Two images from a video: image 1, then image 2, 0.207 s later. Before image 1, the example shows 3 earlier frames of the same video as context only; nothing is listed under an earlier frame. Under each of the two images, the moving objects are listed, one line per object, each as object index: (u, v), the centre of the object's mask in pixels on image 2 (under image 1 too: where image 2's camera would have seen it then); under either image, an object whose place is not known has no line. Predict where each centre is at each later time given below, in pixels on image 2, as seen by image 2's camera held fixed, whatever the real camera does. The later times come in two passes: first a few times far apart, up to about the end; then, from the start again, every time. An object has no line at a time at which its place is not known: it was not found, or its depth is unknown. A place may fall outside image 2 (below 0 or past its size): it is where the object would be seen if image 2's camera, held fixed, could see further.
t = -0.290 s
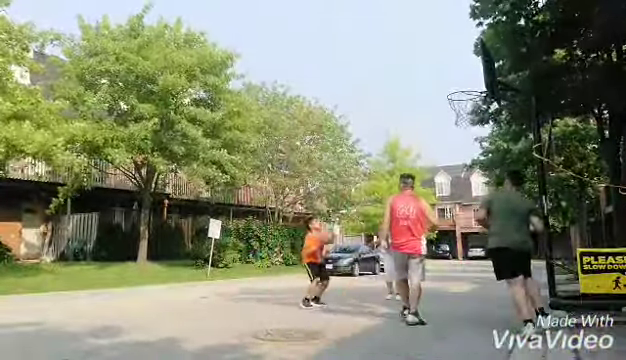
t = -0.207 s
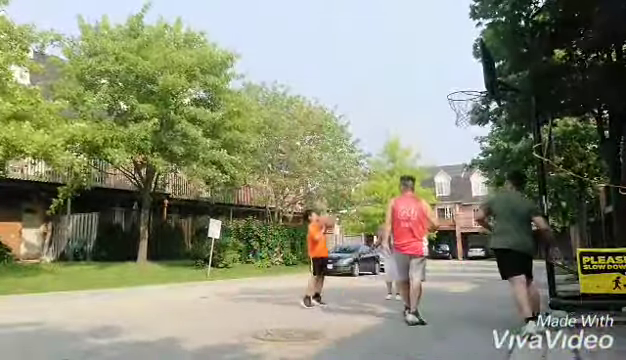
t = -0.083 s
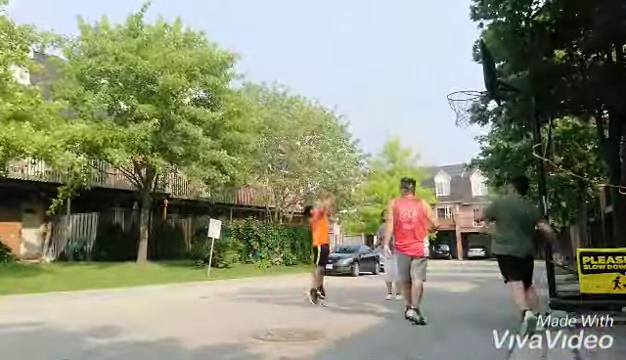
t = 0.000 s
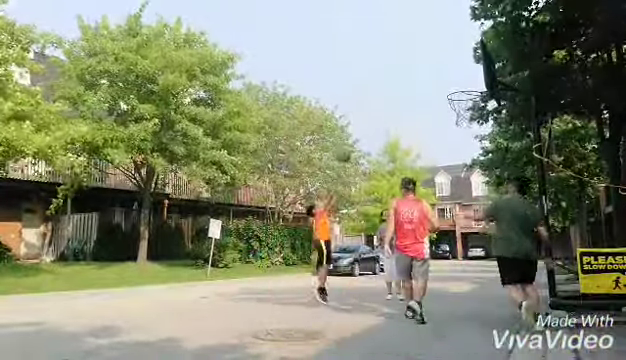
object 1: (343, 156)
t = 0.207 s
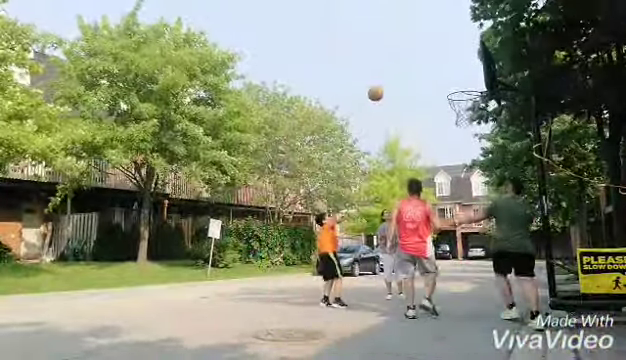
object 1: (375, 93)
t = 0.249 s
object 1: (382, 83)
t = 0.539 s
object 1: (432, 48)
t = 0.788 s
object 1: (476, 59)
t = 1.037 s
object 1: (456, 98)
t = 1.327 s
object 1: (478, 107)
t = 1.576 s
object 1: (462, 128)
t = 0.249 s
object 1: (382, 83)
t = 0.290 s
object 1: (389, 76)
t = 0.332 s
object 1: (396, 69)
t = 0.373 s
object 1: (402, 63)
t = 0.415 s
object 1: (410, 57)
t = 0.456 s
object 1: (417, 53)
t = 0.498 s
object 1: (425, 50)
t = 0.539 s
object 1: (432, 48)
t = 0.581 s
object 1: (440, 47)
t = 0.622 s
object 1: (448, 47)
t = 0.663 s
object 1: (456, 48)
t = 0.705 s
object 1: (464, 51)
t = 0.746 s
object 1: (473, 55)
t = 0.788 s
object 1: (476, 59)
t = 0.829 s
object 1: (477, 64)
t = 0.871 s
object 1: (476, 75)
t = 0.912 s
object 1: (475, 84)
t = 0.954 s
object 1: (470, 91)
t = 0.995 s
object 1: (462, 94)
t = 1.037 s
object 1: (456, 98)
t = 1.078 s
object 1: (462, 99)
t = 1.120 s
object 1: (468, 101)
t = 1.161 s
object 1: (473, 102)
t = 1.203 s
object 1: (478, 106)
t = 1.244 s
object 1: (479, 105)
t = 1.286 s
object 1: (478, 107)
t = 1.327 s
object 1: (478, 107)
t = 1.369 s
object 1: (477, 108)
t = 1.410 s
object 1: (475, 111)
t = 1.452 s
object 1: (472, 115)
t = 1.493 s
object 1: (470, 119)
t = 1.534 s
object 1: (467, 121)
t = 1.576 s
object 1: (462, 128)
